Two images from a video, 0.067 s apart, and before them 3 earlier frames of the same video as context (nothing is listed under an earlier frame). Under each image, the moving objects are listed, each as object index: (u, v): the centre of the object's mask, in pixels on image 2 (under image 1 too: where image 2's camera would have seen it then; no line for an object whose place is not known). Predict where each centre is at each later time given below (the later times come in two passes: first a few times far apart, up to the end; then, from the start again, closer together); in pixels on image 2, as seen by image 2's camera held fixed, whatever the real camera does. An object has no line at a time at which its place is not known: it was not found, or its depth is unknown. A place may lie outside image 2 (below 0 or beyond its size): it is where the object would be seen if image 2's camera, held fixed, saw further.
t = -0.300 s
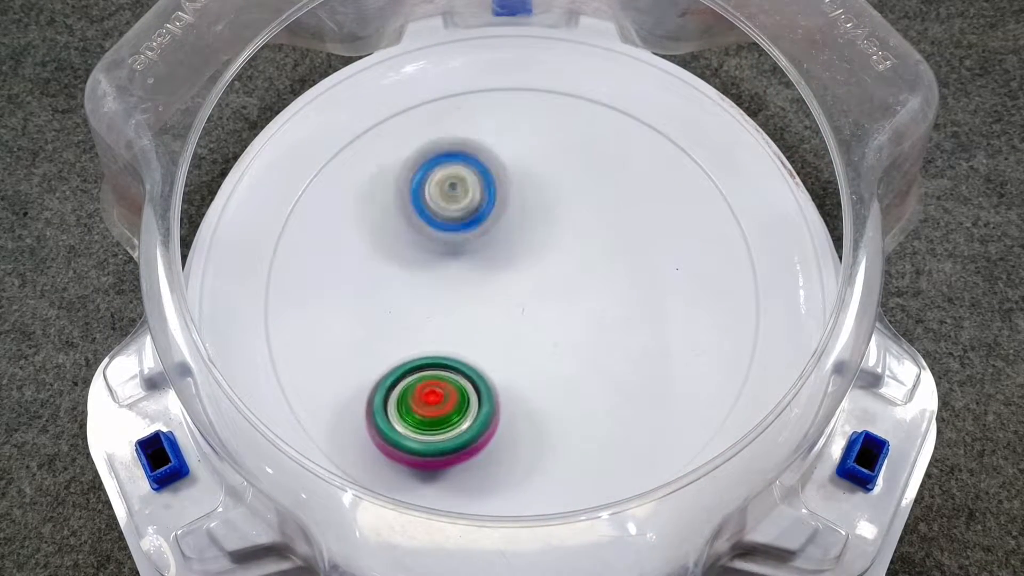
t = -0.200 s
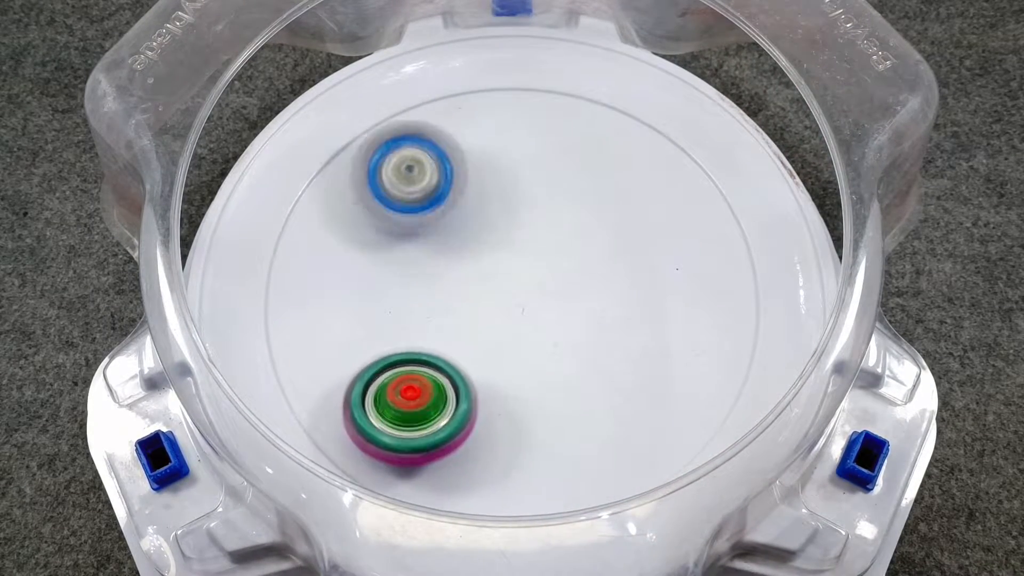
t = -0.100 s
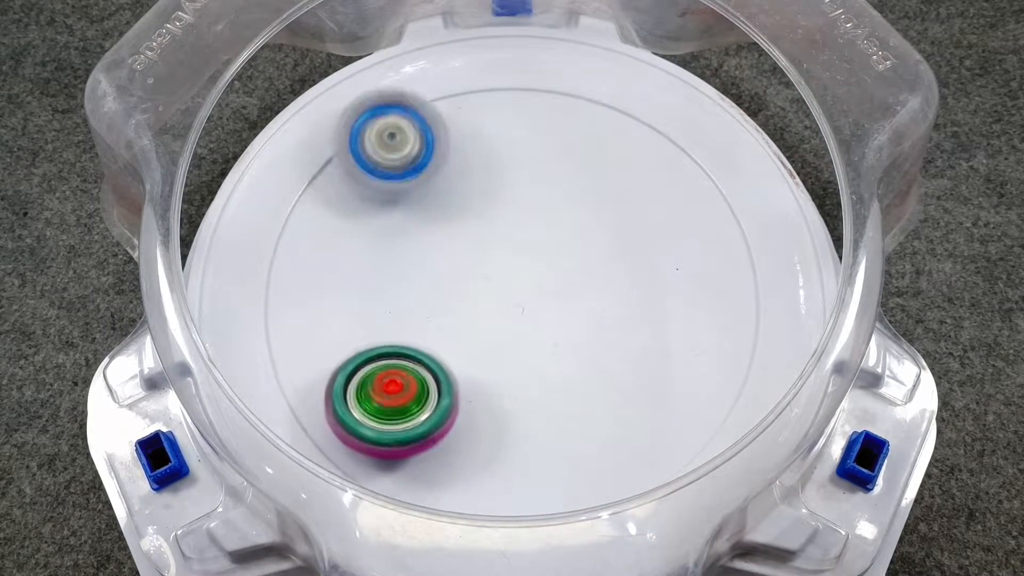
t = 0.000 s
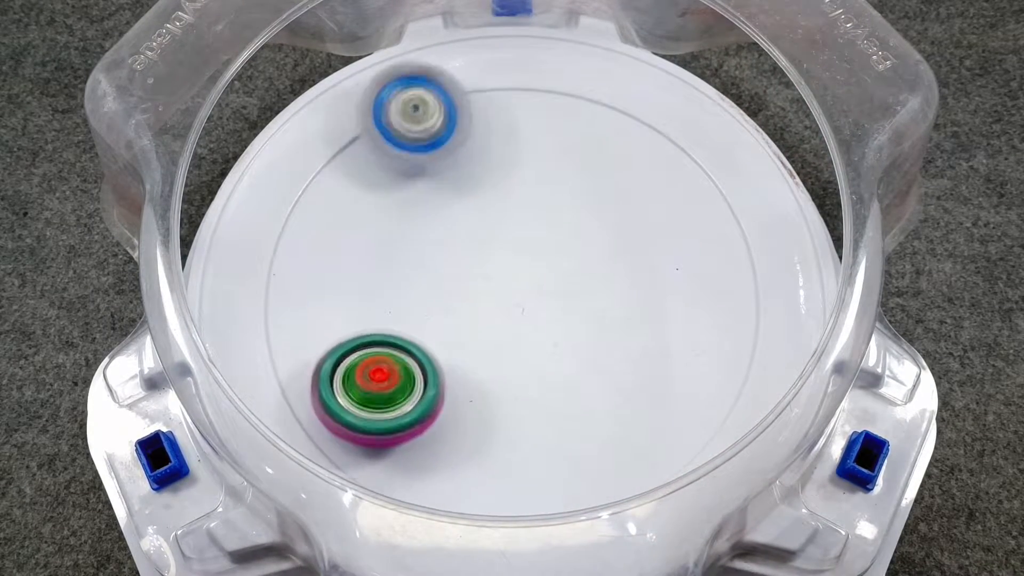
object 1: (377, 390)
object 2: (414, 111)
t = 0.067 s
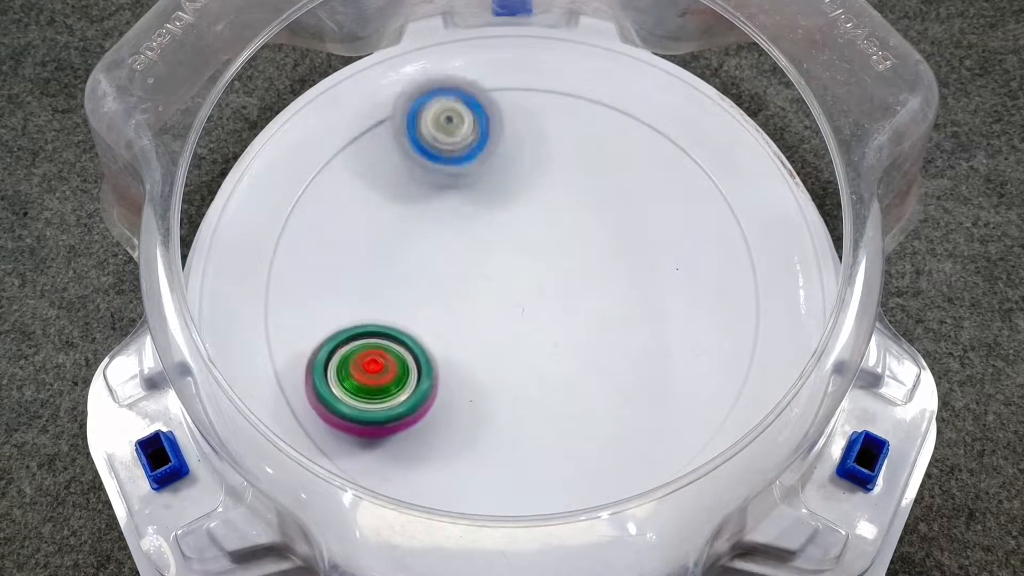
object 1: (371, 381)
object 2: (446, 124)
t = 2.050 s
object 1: (575, 107)
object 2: (612, 316)
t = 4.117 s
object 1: (518, 380)
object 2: (534, 217)
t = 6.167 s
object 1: (611, 214)
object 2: (516, 305)
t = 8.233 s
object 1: (427, 359)
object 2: (637, 124)
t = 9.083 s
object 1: (320, 243)
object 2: (468, 379)
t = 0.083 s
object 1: (370, 378)
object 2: (454, 130)
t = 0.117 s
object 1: (367, 373)
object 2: (465, 149)
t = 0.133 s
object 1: (366, 370)
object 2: (469, 158)
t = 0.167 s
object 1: (363, 364)
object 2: (478, 180)
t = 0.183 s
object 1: (362, 362)
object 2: (478, 191)
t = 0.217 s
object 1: (360, 356)
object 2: (480, 215)
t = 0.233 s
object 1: (359, 354)
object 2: (478, 229)
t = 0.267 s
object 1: (358, 348)
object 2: (474, 252)
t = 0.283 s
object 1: (357, 345)
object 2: (470, 261)
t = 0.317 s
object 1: (348, 342)
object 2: (465, 285)
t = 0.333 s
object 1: (340, 342)
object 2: (466, 290)
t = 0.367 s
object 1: (329, 342)
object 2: (471, 306)
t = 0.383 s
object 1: (327, 341)
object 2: (470, 315)
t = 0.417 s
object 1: (323, 339)
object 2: (467, 332)
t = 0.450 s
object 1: (320, 336)
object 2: (459, 344)
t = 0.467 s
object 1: (320, 334)
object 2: (452, 354)
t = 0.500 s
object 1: (283, 320)
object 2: (484, 372)
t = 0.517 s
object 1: (268, 313)
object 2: (497, 380)
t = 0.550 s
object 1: (256, 296)
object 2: (526, 397)
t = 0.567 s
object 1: (253, 291)
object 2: (537, 401)
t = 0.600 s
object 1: (249, 288)
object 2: (559, 415)
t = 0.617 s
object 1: (246, 281)
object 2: (567, 418)
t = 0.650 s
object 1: (241, 274)
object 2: (578, 428)
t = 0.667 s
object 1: (240, 275)
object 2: (582, 432)
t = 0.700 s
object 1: (236, 267)
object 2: (584, 439)
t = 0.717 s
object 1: (235, 265)
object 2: (585, 444)
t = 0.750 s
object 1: (235, 260)
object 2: (580, 450)
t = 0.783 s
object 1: (237, 257)
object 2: (573, 456)
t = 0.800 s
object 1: (239, 256)
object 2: (569, 459)
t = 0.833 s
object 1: (242, 251)
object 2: (559, 464)
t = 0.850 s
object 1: (244, 250)
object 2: (553, 467)
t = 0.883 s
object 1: (250, 245)
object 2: (542, 472)
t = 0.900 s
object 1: (252, 242)
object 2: (533, 473)
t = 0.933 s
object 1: (259, 238)
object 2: (521, 477)
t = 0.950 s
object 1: (261, 235)
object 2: (514, 477)
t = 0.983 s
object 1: (268, 231)
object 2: (498, 478)
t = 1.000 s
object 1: (271, 229)
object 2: (491, 480)
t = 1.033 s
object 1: (279, 225)
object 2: (473, 477)
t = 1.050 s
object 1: (283, 224)
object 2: (462, 475)
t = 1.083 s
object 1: (295, 226)
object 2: (447, 468)
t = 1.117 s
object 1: (310, 228)
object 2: (436, 457)
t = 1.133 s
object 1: (317, 228)
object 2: (432, 449)
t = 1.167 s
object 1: (333, 230)
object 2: (433, 426)
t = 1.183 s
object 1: (340, 231)
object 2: (431, 417)
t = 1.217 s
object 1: (358, 232)
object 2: (437, 394)
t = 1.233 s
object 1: (365, 233)
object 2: (444, 382)
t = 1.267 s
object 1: (381, 233)
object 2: (459, 360)
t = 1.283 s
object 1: (389, 232)
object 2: (466, 352)
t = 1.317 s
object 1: (406, 230)
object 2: (485, 332)
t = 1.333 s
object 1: (413, 228)
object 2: (497, 322)
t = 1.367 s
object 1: (428, 224)
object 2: (519, 306)
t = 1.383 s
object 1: (436, 222)
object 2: (530, 298)
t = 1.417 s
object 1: (448, 216)
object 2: (554, 283)
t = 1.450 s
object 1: (461, 209)
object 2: (583, 278)
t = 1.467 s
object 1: (468, 206)
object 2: (593, 272)
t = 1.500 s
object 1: (479, 196)
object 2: (619, 268)
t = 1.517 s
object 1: (484, 192)
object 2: (633, 268)
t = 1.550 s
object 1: (495, 182)
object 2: (657, 263)
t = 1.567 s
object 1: (499, 177)
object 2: (670, 267)
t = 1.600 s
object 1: (508, 168)
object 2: (695, 270)
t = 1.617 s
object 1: (513, 163)
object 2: (708, 272)
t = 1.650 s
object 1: (522, 154)
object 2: (729, 279)
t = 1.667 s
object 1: (525, 150)
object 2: (735, 285)
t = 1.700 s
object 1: (532, 142)
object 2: (751, 295)
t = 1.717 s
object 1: (535, 138)
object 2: (752, 299)
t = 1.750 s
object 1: (541, 131)
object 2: (741, 313)
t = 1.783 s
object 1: (546, 124)
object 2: (729, 326)
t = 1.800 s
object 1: (549, 121)
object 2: (724, 332)
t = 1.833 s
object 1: (553, 116)
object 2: (713, 340)
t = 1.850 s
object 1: (556, 113)
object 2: (706, 344)
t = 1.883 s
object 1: (560, 109)
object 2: (694, 350)
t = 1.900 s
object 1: (561, 107)
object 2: (691, 351)
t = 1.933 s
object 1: (565, 105)
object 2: (671, 346)
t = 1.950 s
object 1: (567, 104)
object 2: (661, 349)
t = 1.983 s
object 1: (569, 104)
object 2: (644, 343)
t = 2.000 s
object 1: (571, 104)
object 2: (635, 336)
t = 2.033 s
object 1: (574, 106)
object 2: (620, 325)
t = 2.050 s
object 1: (575, 107)
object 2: (612, 316)
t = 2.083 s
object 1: (578, 111)
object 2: (599, 303)
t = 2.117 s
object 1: (580, 115)
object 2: (588, 289)
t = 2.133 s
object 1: (581, 118)
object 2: (581, 282)
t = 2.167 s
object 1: (584, 124)
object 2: (575, 265)
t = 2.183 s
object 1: (585, 126)
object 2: (572, 259)
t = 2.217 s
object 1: (587, 133)
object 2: (568, 243)
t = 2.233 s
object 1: (589, 127)
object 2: (565, 249)
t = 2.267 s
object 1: (596, 84)
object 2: (556, 286)
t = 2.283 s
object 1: (595, 68)
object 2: (546, 303)
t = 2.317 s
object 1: (592, 50)
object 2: (534, 333)
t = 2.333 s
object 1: (588, 51)
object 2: (527, 345)
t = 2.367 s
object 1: (575, 65)
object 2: (511, 362)
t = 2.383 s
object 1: (570, 72)
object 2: (504, 369)
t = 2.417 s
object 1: (561, 95)
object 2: (485, 372)
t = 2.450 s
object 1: (554, 113)
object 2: (464, 364)
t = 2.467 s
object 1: (551, 125)
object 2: (456, 360)
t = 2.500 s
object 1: (547, 146)
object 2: (433, 347)
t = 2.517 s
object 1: (545, 156)
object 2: (426, 341)
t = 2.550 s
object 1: (542, 178)
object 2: (405, 326)
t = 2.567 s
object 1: (542, 187)
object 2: (399, 317)
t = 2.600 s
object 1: (543, 207)
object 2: (384, 301)
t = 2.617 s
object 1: (545, 217)
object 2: (381, 288)
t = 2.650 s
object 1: (549, 235)
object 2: (372, 270)
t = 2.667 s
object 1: (551, 244)
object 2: (373, 257)
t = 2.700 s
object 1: (559, 259)
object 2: (370, 240)
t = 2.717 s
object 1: (563, 266)
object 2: (374, 226)
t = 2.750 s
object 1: (572, 279)
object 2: (378, 209)
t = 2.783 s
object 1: (580, 292)
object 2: (385, 192)
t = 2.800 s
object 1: (586, 298)
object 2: (391, 183)
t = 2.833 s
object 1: (594, 307)
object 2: (403, 167)
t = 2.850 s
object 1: (599, 313)
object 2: (411, 161)
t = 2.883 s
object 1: (607, 322)
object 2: (427, 150)
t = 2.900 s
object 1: (611, 327)
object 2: (438, 145)
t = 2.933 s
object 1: (620, 336)
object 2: (455, 140)
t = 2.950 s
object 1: (624, 340)
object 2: (466, 138)
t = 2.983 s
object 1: (633, 348)
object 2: (489, 138)
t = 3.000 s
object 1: (636, 352)
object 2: (496, 138)
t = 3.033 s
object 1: (644, 360)
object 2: (518, 143)
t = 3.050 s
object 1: (647, 364)
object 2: (527, 146)
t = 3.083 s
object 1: (654, 371)
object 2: (546, 156)
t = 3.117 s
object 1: (660, 377)
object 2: (559, 171)
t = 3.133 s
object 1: (663, 380)
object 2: (570, 176)
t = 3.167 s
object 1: (668, 385)
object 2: (580, 195)
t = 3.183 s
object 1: (671, 388)
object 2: (587, 202)
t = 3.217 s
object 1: (674, 392)
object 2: (596, 222)
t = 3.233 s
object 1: (675, 394)
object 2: (600, 230)
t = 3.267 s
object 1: (677, 397)
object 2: (603, 255)
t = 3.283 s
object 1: (677, 398)
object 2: (604, 265)
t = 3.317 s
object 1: (677, 400)
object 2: (604, 287)
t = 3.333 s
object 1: (676, 401)
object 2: (601, 296)
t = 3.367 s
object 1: (679, 411)
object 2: (593, 310)
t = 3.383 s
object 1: (680, 414)
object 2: (583, 315)
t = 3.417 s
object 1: (681, 418)
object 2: (570, 327)
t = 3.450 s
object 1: (681, 422)
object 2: (559, 340)
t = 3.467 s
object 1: (681, 422)
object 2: (548, 345)
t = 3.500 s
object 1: (679, 424)
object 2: (533, 352)
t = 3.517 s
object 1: (679, 424)
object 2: (522, 357)
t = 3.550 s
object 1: (675, 426)
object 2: (505, 360)
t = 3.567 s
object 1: (674, 426)
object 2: (492, 360)
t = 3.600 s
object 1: (669, 428)
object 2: (474, 358)
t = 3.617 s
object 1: (667, 427)
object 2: (461, 357)
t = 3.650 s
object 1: (661, 428)
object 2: (446, 349)
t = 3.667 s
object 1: (659, 428)
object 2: (435, 346)
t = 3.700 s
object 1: (651, 428)
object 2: (423, 331)
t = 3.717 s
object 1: (648, 427)
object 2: (416, 328)
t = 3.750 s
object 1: (639, 425)
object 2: (407, 309)
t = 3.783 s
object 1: (630, 422)
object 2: (400, 293)
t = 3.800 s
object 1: (624, 420)
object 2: (401, 284)
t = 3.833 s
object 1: (615, 416)
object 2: (403, 267)
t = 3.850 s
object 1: (609, 415)
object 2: (406, 259)
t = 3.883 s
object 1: (599, 411)
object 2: (415, 244)
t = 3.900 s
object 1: (593, 409)
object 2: (421, 238)
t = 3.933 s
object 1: (582, 405)
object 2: (437, 225)
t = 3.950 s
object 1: (576, 403)
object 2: (444, 221)
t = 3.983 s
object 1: (565, 399)
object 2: (462, 213)
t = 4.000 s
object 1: (559, 397)
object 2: (470, 212)
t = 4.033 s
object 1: (547, 392)
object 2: (491, 208)
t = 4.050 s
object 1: (541, 390)
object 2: (499, 209)
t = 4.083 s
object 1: (529, 385)
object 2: (519, 210)
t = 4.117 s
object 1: (518, 380)
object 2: (534, 217)
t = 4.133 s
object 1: (511, 378)
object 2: (544, 219)
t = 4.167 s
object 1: (499, 374)
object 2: (557, 230)
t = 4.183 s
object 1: (493, 372)
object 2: (567, 235)
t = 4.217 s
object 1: (482, 367)
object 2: (577, 247)
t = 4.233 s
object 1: (476, 364)
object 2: (586, 258)
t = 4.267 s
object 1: (465, 358)
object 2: (592, 272)
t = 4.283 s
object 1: (459, 356)
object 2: (598, 281)
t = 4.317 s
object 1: (449, 351)
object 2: (599, 297)
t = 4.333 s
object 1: (444, 349)
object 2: (604, 306)
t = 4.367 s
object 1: (435, 344)
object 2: (600, 322)
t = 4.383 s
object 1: (430, 341)
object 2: (600, 331)
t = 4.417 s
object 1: (422, 336)
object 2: (590, 345)
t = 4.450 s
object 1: (414, 330)
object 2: (584, 359)
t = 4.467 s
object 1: (410, 328)
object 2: (574, 365)
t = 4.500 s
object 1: (403, 322)
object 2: (561, 375)
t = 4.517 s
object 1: (400, 319)
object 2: (551, 380)
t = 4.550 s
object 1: (394, 313)
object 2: (534, 384)
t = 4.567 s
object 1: (391, 310)
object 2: (525, 385)
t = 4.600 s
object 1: (386, 305)
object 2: (506, 387)
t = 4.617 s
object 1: (383, 302)
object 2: (498, 376)
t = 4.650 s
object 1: (379, 296)
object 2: (476, 377)
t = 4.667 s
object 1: (377, 293)
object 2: (469, 371)
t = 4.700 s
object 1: (368, 282)
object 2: (462, 363)
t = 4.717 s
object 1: (365, 278)
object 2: (458, 356)
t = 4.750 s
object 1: (357, 271)
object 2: (449, 345)
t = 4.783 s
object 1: (350, 261)
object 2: (449, 335)
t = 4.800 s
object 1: (347, 259)
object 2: (451, 323)
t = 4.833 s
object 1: (341, 252)
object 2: (458, 314)
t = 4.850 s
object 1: (340, 249)
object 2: (464, 308)
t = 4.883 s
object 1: (337, 244)
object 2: (475, 298)
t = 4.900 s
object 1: (337, 242)
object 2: (481, 295)
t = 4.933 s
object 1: (336, 237)
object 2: (497, 284)
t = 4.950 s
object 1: (337, 235)
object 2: (504, 284)
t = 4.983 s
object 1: (337, 231)
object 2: (516, 275)
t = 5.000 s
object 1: (338, 229)
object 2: (525, 275)
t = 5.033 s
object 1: (341, 226)
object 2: (540, 274)
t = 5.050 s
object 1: (342, 224)
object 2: (547, 274)
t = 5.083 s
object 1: (346, 221)
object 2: (565, 277)
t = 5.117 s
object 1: (351, 218)
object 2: (577, 278)
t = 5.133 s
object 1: (353, 217)
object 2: (586, 281)
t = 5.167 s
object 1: (360, 214)
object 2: (597, 291)
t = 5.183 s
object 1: (363, 213)
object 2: (600, 297)
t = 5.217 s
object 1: (371, 211)
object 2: (612, 309)
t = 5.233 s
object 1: (375, 209)
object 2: (612, 314)
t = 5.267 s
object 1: (383, 208)
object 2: (615, 328)
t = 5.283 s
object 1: (387, 207)
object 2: (614, 332)
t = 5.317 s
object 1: (397, 205)
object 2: (608, 346)
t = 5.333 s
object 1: (401, 204)
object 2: (606, 350)
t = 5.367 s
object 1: (410, 202)
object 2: (589, 357)
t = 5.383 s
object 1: (415, 201)
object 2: (584, 360)
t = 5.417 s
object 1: (424, 199)
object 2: (569, 355)
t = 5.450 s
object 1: (434, 197)
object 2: (551, 358)
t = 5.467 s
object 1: (440, 196)
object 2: (545, 352)
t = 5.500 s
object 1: (449, 194)
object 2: (532, 346)
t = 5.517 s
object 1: (456, 194)
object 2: (526, 343)
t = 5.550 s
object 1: (465, 192)
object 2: (516, 327)
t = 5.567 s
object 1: (471, 191)
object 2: (512, 320)
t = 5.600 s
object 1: (482, 190)
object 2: (508, 313)
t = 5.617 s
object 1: (487, 189)
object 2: (505, 303)
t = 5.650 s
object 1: (496, 184)
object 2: (508, 291)
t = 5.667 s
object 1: (498, 179)
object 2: (509, 294)
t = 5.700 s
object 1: (504, 172)
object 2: (513, 296)
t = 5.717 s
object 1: (506, 170)
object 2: (517, 290)
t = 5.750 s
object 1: (515, 168)
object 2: (521, 291)
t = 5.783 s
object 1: (522, 169)
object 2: (525, 293)
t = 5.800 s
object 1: (525, 170)
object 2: (529, 291)
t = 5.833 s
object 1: (533, 173)
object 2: (534, 295)
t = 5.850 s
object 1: (536, 174)
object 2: (536, 297)
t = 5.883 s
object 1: (545, 178)
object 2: (539, 303)
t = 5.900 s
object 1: (549, 181)
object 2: (540, 302)
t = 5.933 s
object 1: (557, 183)
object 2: (542, 307)
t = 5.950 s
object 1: (562, 186)
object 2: (539, 309)
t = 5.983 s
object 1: (570, 189)
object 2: (534, 314)
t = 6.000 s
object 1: (575, 191)
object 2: (533, 312)
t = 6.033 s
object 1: (583, 196)
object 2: (528, 313)
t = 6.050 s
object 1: (587, 197)
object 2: (525, 315)
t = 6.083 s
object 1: (595, 202)
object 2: (523, 315)
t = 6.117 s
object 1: (601, 206)
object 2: (520, 310)
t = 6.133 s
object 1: (605, 208)
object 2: (518, 309)
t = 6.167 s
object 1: (611, 214)
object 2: (516, 305)
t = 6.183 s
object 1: (614, 216)
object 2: (515, 301)
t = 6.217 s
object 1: (620, 221)
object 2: (514, 295)
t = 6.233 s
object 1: (622, 224)
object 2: (516, 290)
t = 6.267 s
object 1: (627, 230)
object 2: (519, 286)
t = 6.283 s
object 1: (629, 233)
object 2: (520, 285)
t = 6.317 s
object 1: (641, 234)
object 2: (517, 284)
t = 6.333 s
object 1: (643, 236)
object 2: (516, 283)
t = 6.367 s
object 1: (648, 239)
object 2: (518, 279)
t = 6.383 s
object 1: (650, 242)
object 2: (516, 277)
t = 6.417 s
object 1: (653, 247)
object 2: (514, 277)
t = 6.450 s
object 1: (656, 252)
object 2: (516, 279)
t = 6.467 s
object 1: (658, 256)
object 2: (519, 276)
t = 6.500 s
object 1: (659, 262)
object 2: (521, 276)
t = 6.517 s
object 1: (660, 265)
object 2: (521, 276)
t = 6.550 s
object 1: (661, 272)
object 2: (522, 278)
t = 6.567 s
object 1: (661, 275)
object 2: (523, 279)
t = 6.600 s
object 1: (662, 282)
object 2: (528, 279)
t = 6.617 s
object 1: (662, 285)
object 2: (529, 278)
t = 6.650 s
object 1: (662, 292)
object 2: (529, 278)
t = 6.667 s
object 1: (662, 296)
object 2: (530, 279)
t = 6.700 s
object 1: (661, 302)
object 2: (532, 283)
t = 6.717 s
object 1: (661, 306)
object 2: (534, 283)
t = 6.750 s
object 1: (659, 313)
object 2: (533, 283)
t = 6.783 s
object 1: (657, 319)
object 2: (530, 284)
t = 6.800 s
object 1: (655, 323)
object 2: (529, 285)
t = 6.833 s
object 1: (652, 330)
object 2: (527, 290)
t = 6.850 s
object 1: (651, 333)
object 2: (527, 291)
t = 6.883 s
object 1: (646, 340)
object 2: (526, 290)
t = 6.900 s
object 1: (644, 343)
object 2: (523, 291)
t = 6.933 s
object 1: (639, 349)
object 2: (519, 291)
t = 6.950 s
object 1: (636, 352)
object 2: (516, 291)
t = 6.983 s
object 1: (631, 358)
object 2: (513, 291)
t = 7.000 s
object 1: (627, 361)
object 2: (511, 286)
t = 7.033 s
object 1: (622, 366)
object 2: (511, 283)
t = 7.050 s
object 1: (618, 370)
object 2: (510, 282)
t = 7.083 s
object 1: (611, 375)
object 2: (510, 279)
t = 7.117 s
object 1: (605, 378)
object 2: (512, 277)
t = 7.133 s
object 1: (601, 381)
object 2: (512, 276)
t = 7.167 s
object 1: (593, 384)
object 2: (517, 273)
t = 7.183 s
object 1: (590, 386)
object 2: (523, 272)
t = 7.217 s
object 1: (581, 388)
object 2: (527, 274)
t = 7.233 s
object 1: (577, 389)
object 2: (528, 276)
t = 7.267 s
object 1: (573, 403)
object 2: (527, 272)
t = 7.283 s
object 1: (575, 420)
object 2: (524, 257)
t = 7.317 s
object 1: (577, 446)
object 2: (517, 232)
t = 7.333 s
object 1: (578, 454)
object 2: (515, 222)
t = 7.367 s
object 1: (576, 460)
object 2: (513, 203)
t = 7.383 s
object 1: (577, 461)
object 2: (515, 198)
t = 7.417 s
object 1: (575, 463)
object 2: (522, 185)
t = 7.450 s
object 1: (571, 464)
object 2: (529, 177)
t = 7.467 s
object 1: (568, 465)
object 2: (531, 173)
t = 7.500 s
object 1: (563, 464)
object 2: (540, 168)
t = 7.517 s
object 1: (561, 464)
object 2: (544, 165)
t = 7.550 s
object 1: (556, 463)
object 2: (553, 163)
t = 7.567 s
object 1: (553, 462)
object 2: (558, 163)
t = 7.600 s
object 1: (547, 459)
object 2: (567, 165)
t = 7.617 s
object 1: (544, 457)
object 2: (570, 171)
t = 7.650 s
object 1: (537, 452)
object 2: (578, 174)
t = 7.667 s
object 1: (533, 449)
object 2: (582, 180)
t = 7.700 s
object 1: (526, 443)
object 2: (587, 189)
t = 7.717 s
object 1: (522, 439)
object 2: (589, 195)
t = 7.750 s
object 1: (514, 433)
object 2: (588, 206)
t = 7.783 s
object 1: (505, 426)
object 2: (586, 219)
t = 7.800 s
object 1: (502, 423)
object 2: (583, 226)
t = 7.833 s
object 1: (494, 416)
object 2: (576, 239)
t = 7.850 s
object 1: (489, 412)
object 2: (571, 247)
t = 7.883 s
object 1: (482, 404)
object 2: (561, 259)
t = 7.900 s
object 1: (477, 400)
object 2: (556, 264)
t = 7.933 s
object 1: (470, 391)
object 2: (544, 274)
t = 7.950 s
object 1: (466, 386)
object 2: (539, 279)
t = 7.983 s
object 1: (449, 387)
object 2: (529, 280)
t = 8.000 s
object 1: (418, 412)
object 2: (545, 255)
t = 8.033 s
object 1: (367, 445)
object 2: (573, 204)
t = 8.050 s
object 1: (344, 454)
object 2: (586, 180)
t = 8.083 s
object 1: (318, 465)
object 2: (607, 140)
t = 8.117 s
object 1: (349, 435)
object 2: (623, 113)
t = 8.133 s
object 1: (358, 433)
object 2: (627, 105)
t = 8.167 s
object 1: (380, 412)
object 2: (637, 97)
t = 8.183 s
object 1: (392, 397)
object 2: (637, 101)
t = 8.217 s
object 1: (416, 372)
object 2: (637, 116)
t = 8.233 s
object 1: (427, 359)
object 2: (637, 124)
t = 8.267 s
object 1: (450, 333)
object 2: (637, 142)
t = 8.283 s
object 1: (460, 322)
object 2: (638, 150)
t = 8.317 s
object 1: (477, 298)
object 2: (638, 165)
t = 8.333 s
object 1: (484, 287)
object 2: (640, 174)
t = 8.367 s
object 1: (495, 266)
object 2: (639, 191)
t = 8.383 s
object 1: (500, 256)
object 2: (638, 199)
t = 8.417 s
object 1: (507, 235)
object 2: (636, 211)
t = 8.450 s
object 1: (512, 214)
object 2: (629, 223)
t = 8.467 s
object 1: (513, 203)
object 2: (627, 230)
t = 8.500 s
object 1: (508, 183)
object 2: (627, 242)
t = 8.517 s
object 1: (505, 175)
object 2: (626, 251)
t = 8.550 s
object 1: (497, 159)
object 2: (616, 265)
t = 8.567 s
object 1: (491, 153)
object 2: (609, 270)
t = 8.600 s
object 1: (478, 144)
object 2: (599, 279)
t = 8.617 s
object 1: (471, 142)
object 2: (594, 284)
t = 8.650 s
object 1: (456, 142)
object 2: (583, 292)
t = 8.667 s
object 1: (448, 143)
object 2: (578, 296)
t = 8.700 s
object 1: (433, 150)
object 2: (567, 309)
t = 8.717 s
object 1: (427, 154)
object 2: (558, 312)
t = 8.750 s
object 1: (414, 164)
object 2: (544, 320)
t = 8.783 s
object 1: (403, 178)
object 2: (530, 324)
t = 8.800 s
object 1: (399, 185)
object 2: (523, 328)
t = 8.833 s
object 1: (392, 201)
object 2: (511, 332)
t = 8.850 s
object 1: (389, 210)
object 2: (505, 333)
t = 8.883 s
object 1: (384, 227)
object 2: (492, 342)
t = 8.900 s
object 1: (383, 235)
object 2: (482, 342)
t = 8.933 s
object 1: (381, 250)
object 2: (467, 342)
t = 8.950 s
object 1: (380, 258)
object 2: (462, 343)
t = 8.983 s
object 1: (374, 264)
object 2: (453, 348)
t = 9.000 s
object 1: (371, 268)
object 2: (452, 352)
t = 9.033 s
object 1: (350, 255)
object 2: (458, 366)
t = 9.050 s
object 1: (339, 252)
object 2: (463, 371)
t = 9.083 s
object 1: (320, 243)
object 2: (468, 379)
